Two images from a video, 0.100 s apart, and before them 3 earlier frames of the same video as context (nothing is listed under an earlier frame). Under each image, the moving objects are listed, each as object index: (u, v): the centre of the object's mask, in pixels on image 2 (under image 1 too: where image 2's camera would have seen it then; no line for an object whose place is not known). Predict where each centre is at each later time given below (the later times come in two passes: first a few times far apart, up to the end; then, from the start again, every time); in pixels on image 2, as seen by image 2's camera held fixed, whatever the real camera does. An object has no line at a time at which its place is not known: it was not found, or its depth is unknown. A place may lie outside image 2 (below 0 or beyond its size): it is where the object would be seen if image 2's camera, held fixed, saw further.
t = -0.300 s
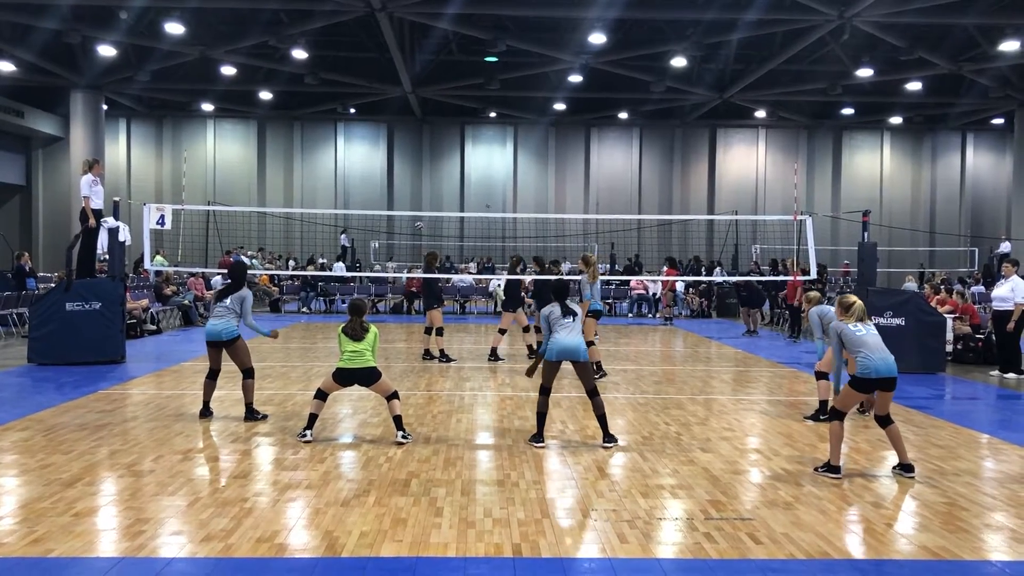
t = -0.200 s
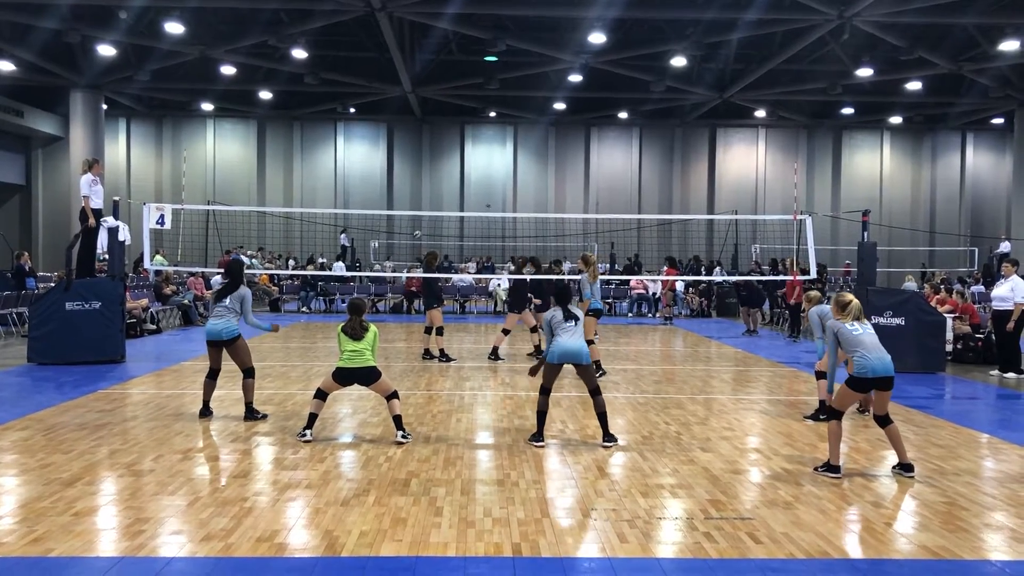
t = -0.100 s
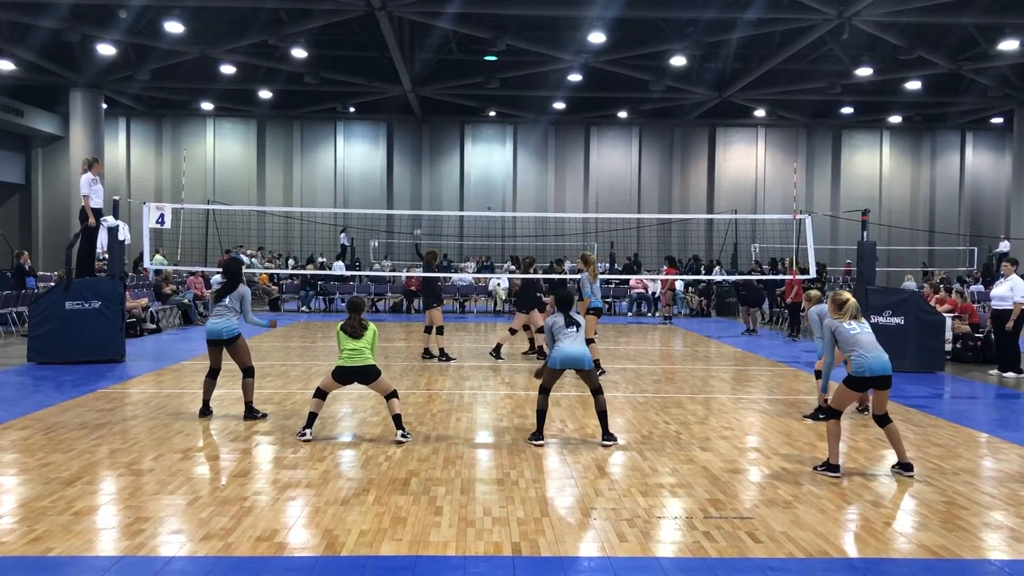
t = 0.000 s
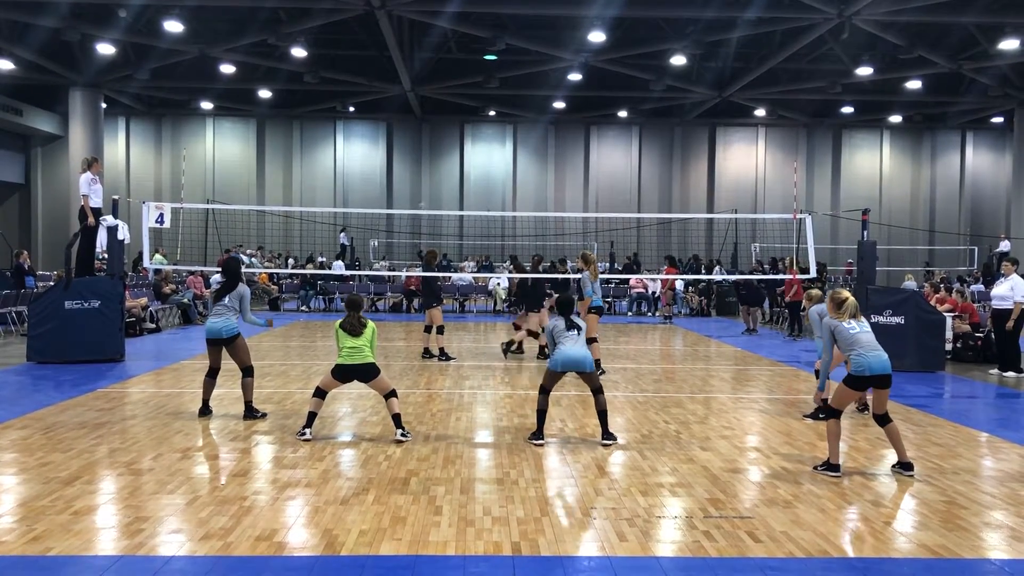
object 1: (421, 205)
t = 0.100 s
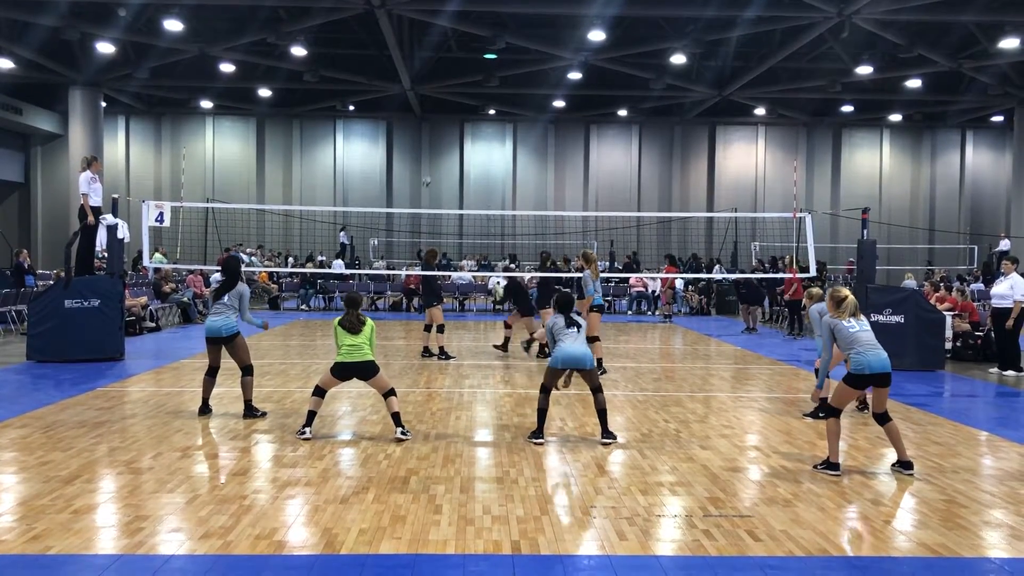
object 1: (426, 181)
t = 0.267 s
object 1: (438, 146)
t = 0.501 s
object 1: (456, 113)
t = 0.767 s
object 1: (477, 102)
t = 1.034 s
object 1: (506, 151)
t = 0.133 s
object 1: (429, 175)
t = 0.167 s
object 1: (431, 167)
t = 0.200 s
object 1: (434, 160)
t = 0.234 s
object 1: (436, 153)
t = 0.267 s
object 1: (438, 146)
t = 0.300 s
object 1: (441, 141)
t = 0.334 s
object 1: (443, 135)
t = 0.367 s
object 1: (446, 130)
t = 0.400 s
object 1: (448, 125)
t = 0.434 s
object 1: (450, 121)
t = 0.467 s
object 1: (453, 116)
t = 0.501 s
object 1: (456, 113)
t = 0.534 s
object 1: (458, 109)
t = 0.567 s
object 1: (461, 107)
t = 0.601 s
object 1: (464, 104)
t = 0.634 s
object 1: (466, 102)
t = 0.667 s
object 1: (469, 101)
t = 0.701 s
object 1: (472, 101)
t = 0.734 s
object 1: (475, 101)
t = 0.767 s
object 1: (477, 102)
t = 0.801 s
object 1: (481, 104)
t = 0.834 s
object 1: (484, 106)
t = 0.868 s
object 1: (488, 111)
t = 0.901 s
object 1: (491, 116)
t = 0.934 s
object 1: (495, 122)
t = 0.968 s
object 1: (498, 130)
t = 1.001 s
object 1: (502, 139)
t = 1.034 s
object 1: (506, 151)
